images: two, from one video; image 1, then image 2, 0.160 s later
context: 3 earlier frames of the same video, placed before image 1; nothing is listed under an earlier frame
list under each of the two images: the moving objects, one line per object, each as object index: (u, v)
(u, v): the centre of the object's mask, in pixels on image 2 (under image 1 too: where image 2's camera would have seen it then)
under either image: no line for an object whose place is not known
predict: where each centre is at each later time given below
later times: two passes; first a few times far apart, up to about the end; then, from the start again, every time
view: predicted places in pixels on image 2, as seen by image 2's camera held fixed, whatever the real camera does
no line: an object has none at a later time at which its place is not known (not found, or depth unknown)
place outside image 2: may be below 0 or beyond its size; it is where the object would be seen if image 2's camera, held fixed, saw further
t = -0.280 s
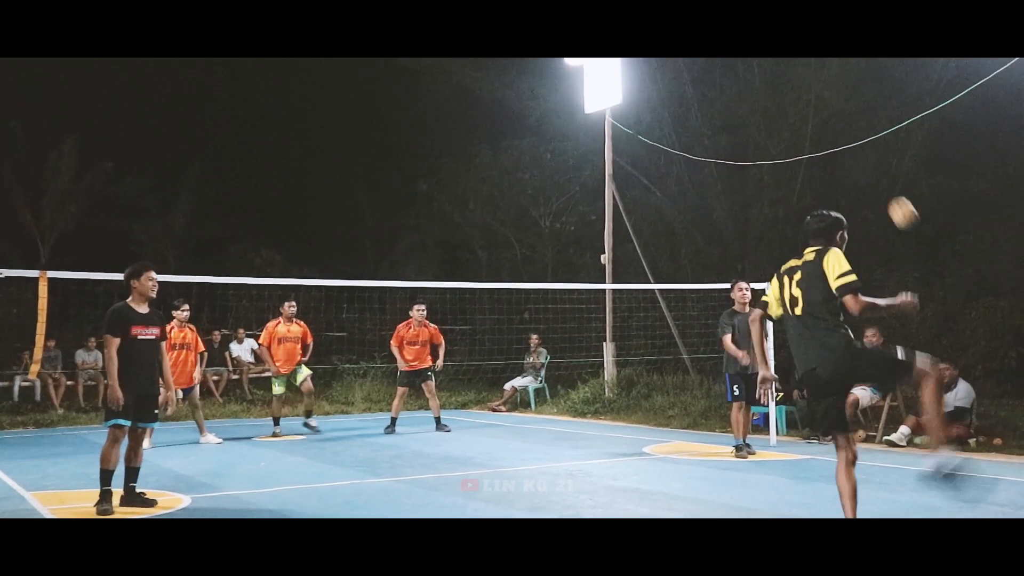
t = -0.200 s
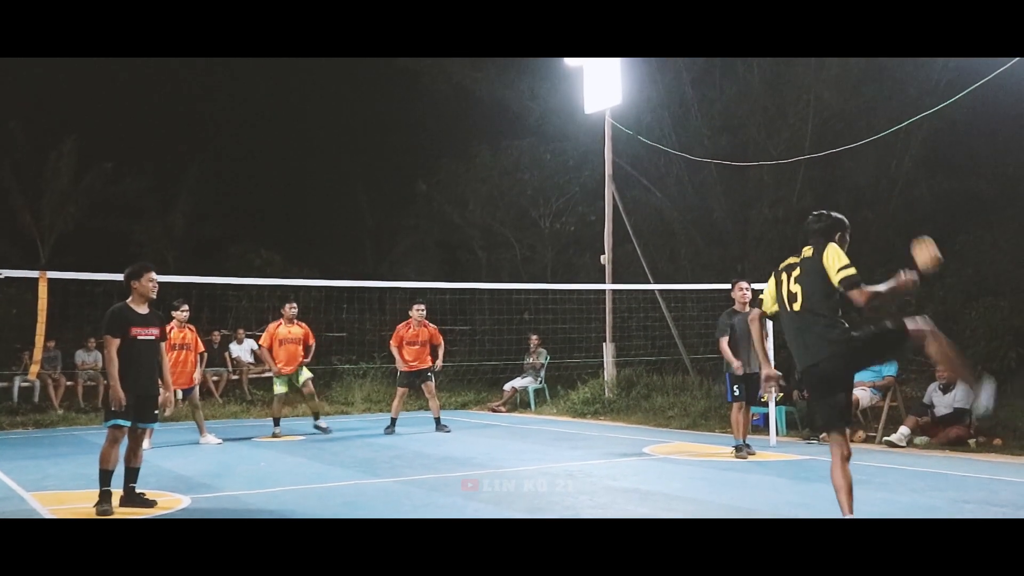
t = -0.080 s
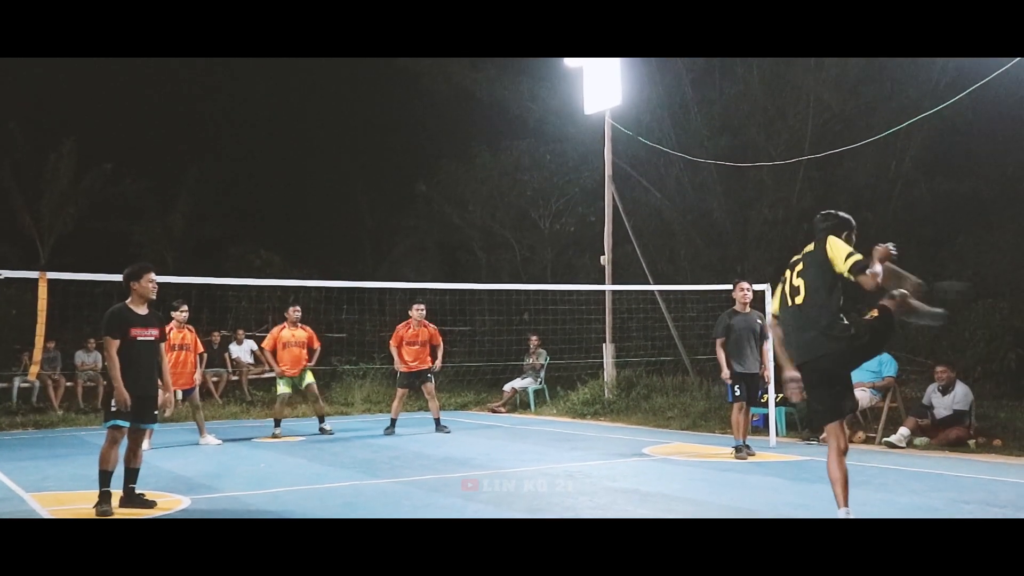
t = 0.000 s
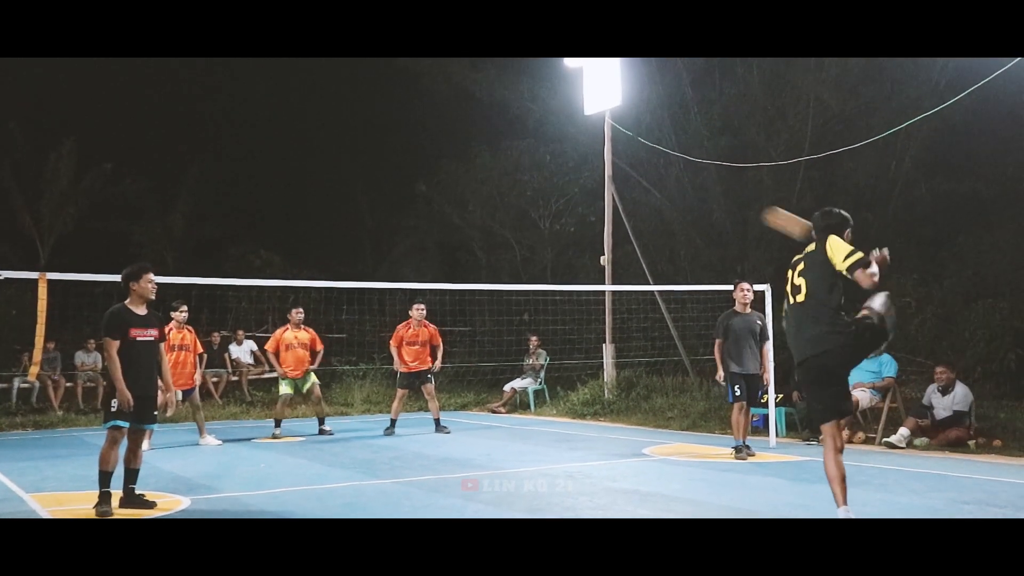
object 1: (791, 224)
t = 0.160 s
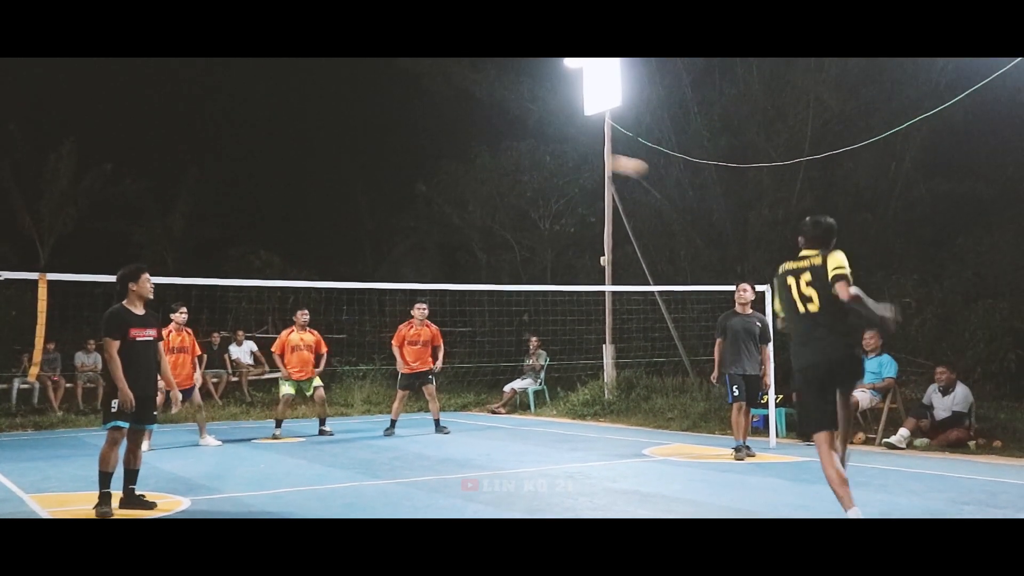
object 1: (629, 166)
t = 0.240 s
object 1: (562, 155)
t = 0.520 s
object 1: (397, 183)
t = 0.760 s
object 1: (298, 258)
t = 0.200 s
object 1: (590, 159)
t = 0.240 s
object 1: (562, 155)
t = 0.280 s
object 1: (534, 154)
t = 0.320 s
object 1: (507, 155)
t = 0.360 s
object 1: (482, 157)
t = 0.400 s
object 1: (458, 161)
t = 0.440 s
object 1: (436, 167)
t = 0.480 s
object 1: (416, 174)
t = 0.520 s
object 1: (397, 183)
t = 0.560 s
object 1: (378, 193)
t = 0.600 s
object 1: (360, 204)
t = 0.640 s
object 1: (343, 216)
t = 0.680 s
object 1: (328, 229)
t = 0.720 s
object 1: (312, 243)
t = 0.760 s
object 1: (298, 258)
